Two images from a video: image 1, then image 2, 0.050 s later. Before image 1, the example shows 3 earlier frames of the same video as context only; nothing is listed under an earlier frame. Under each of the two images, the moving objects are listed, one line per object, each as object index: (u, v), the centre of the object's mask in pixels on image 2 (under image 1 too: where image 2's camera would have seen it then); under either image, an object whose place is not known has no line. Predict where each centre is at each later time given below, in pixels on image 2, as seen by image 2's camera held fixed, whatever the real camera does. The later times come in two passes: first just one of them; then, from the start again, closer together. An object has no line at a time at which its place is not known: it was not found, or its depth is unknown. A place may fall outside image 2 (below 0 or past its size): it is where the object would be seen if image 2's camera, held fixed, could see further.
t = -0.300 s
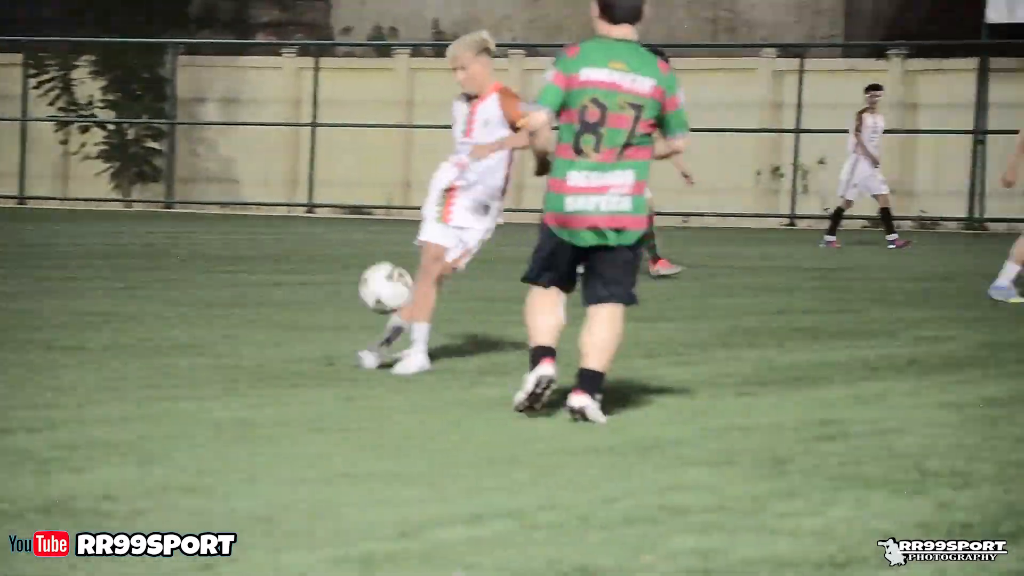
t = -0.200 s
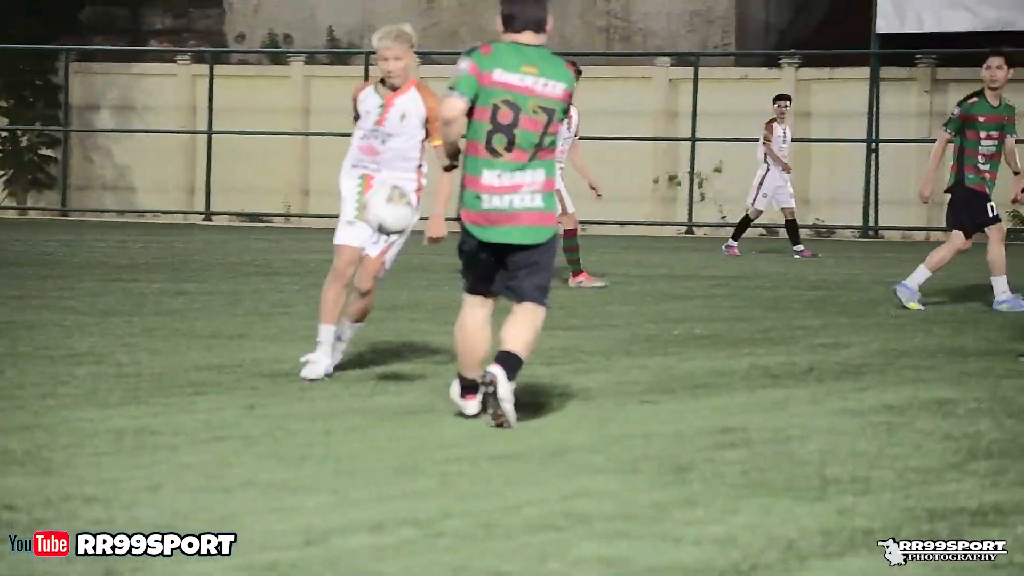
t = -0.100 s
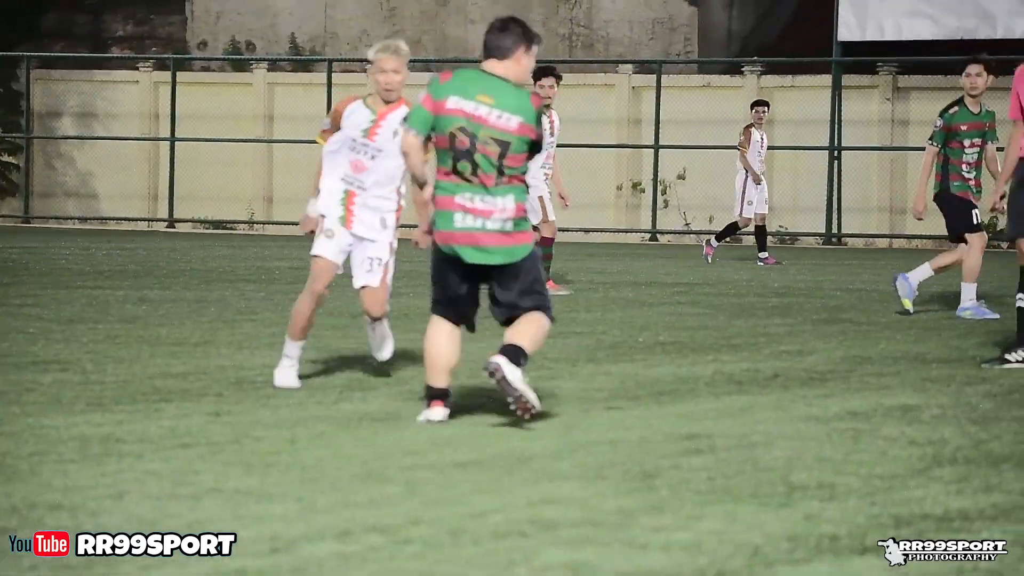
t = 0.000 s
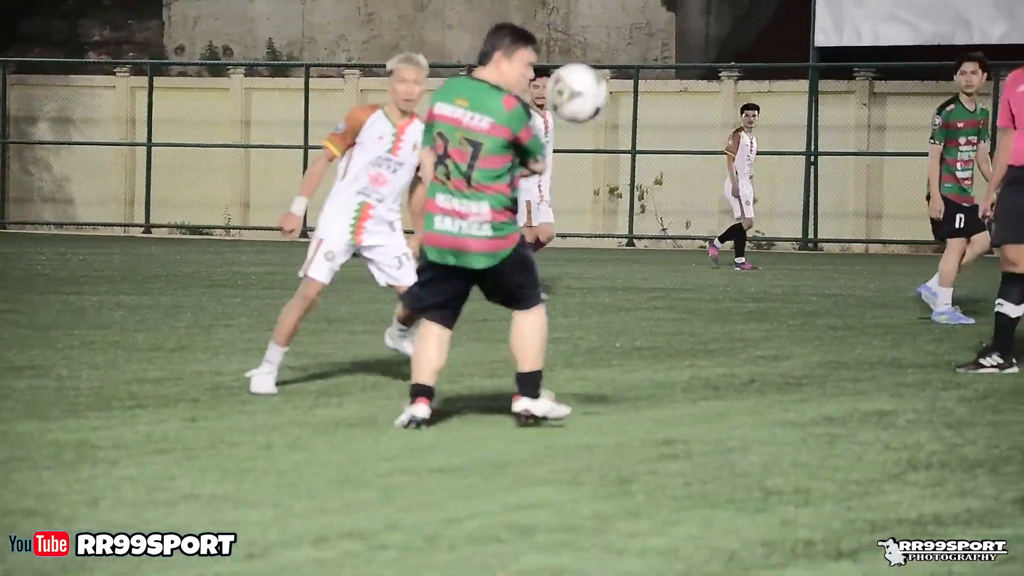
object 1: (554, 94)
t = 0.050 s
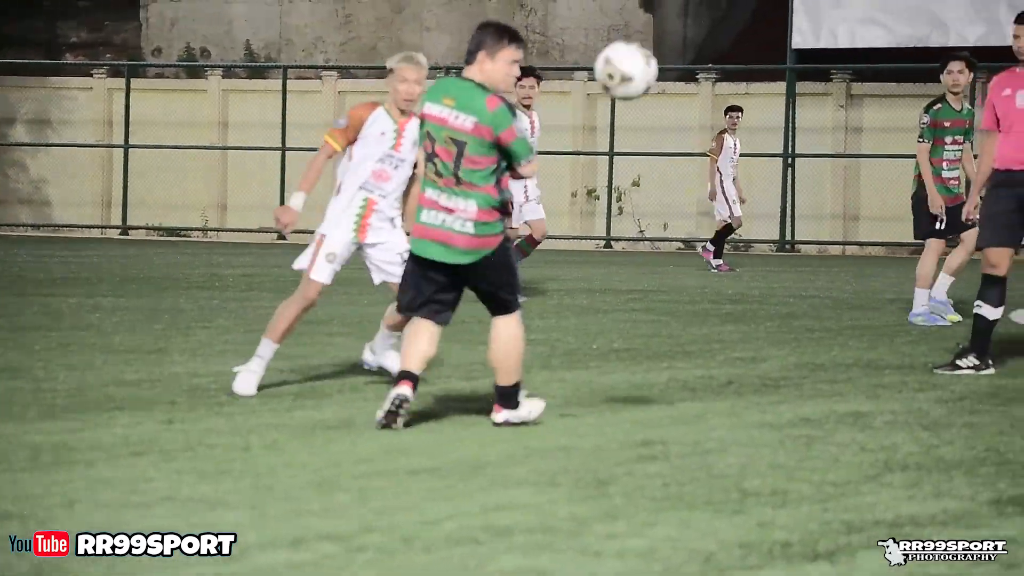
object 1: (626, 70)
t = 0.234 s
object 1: (904, 26)
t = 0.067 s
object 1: (649, 63)
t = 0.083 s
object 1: (674, 56)
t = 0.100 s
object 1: (698, 51)
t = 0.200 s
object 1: (851, 30)
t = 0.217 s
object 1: (876, 29)
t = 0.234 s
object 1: (904, 26)
